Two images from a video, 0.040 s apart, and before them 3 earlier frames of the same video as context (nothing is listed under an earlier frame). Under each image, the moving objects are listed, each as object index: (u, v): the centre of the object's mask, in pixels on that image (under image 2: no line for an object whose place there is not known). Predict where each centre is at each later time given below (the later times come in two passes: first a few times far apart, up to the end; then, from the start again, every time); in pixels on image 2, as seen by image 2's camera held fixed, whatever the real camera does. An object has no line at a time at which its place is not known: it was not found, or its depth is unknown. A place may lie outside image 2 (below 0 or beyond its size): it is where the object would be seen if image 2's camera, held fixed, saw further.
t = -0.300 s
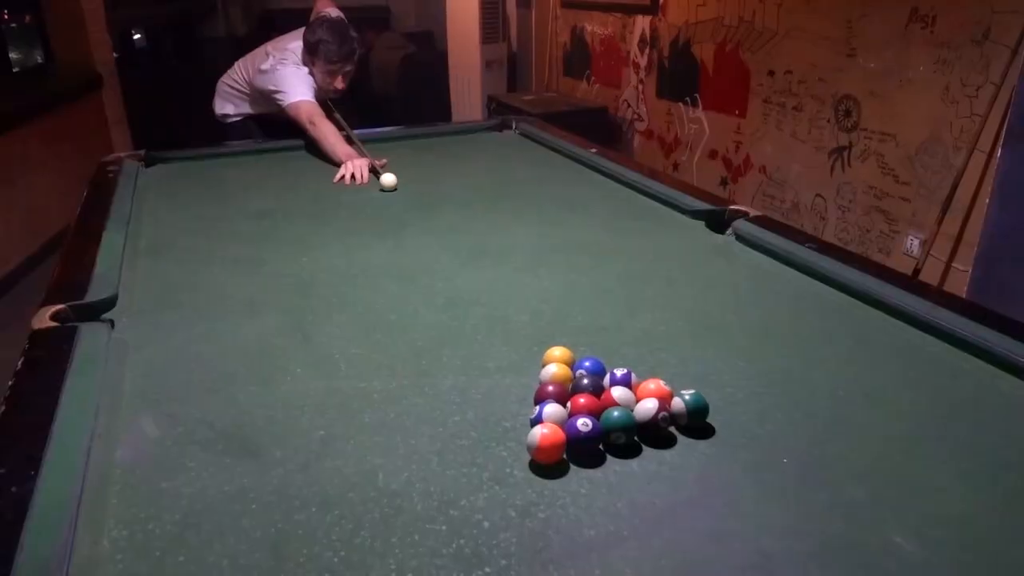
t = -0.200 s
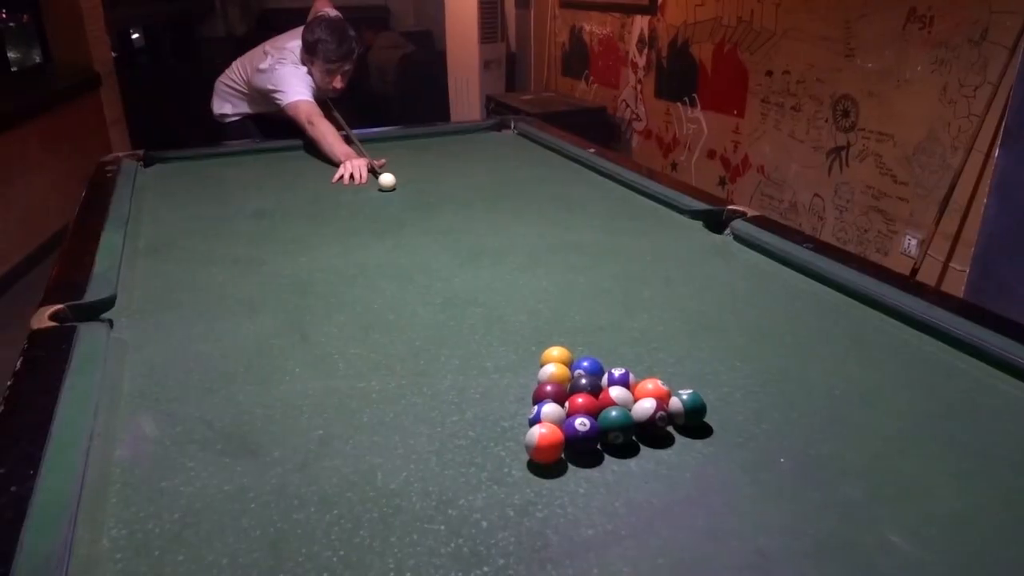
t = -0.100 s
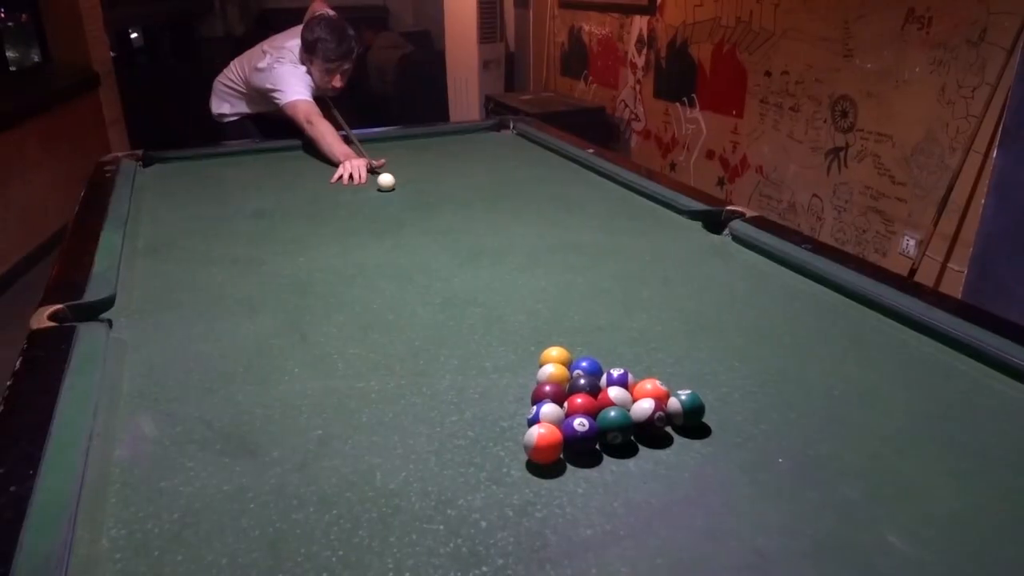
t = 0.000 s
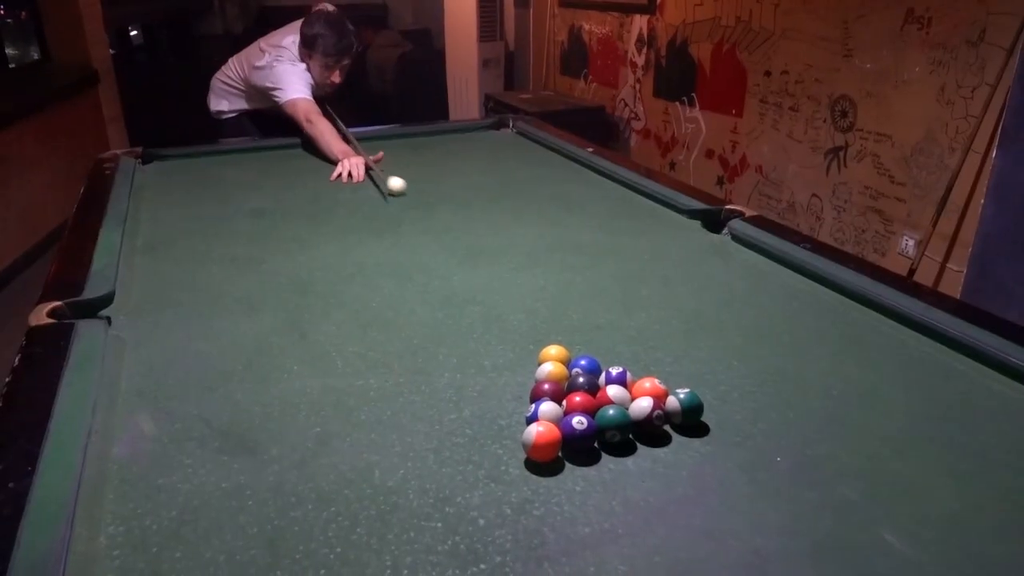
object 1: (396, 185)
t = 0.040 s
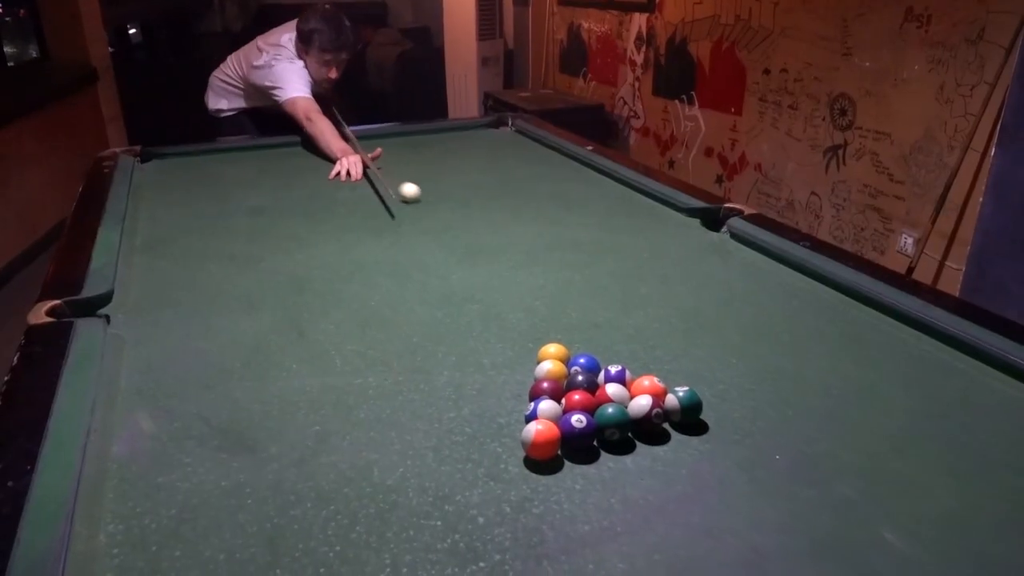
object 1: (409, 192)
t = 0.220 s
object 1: (486, 236)
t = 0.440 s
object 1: (629, 318)
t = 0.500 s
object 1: (677, 347)
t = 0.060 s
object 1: (417, 196)
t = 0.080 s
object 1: (424, 201)
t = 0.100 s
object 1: (432, 205)
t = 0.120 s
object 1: (440, 210)
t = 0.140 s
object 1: (449, 215)
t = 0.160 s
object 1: (457, 220)
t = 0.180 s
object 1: (466, 225)
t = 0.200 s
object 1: (476, 230)
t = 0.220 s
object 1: (486, 236)
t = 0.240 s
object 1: (496, 242)
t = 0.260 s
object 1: (507, 248)
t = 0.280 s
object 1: (518, 254)
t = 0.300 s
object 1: (530, 261)
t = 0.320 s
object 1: (542, 268)
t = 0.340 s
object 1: (555, 275)
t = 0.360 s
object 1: (569, 283)
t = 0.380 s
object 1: (583, 291)
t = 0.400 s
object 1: (598, 299)
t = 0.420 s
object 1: (613, 308)
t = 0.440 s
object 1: (629, 318)
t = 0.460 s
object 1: (647, 329)
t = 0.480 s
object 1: (662, 337)
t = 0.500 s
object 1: (677, 347)
